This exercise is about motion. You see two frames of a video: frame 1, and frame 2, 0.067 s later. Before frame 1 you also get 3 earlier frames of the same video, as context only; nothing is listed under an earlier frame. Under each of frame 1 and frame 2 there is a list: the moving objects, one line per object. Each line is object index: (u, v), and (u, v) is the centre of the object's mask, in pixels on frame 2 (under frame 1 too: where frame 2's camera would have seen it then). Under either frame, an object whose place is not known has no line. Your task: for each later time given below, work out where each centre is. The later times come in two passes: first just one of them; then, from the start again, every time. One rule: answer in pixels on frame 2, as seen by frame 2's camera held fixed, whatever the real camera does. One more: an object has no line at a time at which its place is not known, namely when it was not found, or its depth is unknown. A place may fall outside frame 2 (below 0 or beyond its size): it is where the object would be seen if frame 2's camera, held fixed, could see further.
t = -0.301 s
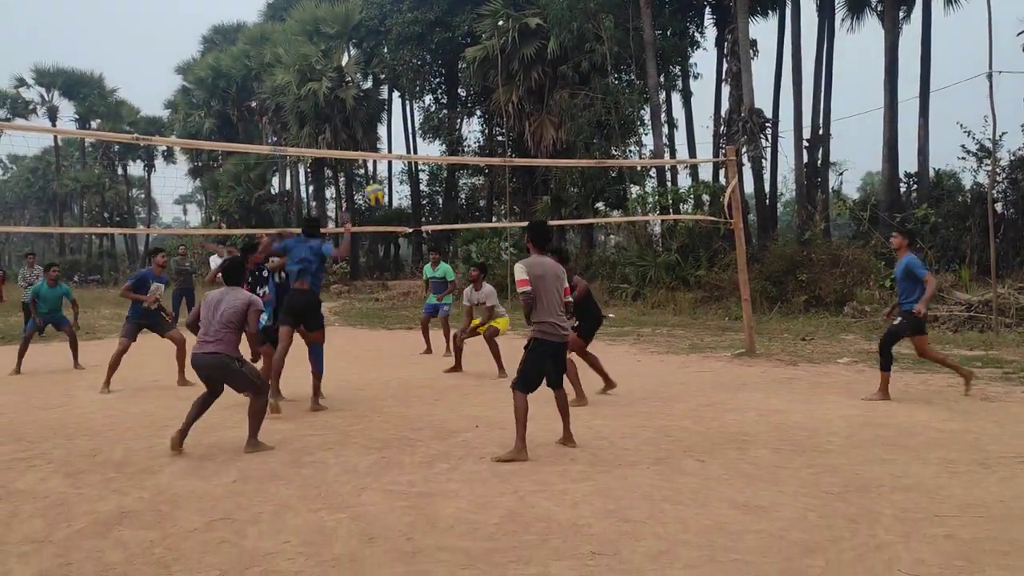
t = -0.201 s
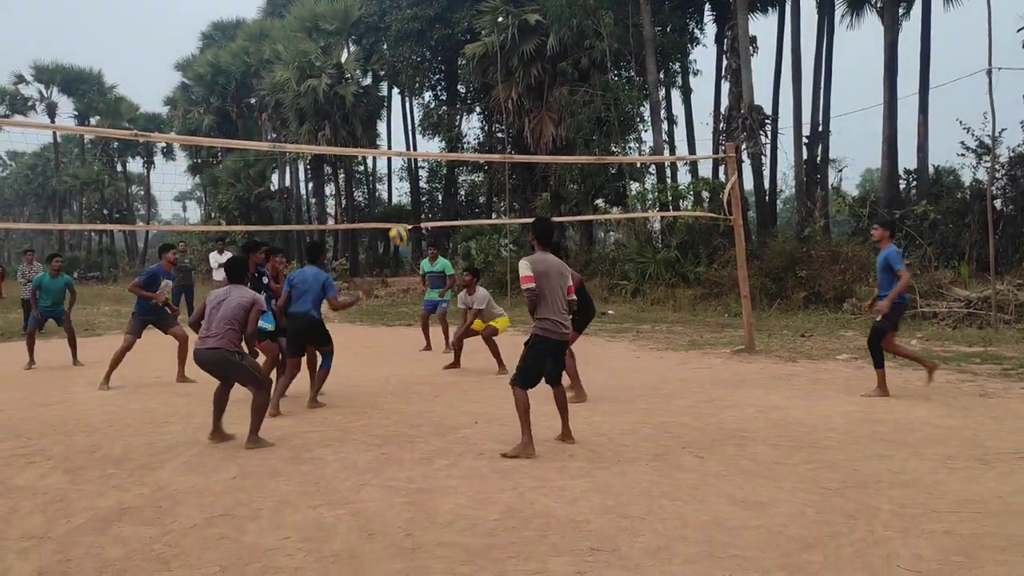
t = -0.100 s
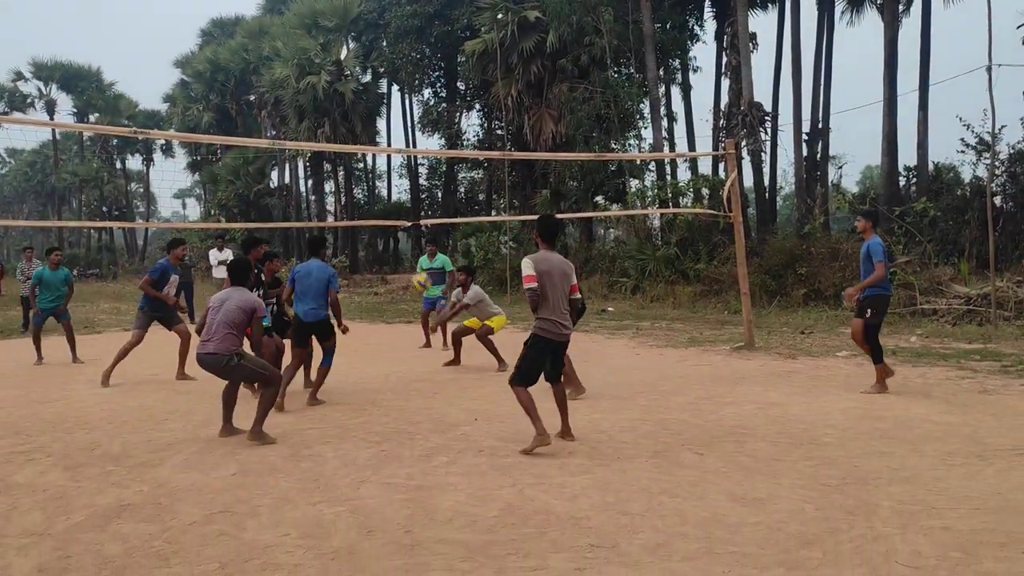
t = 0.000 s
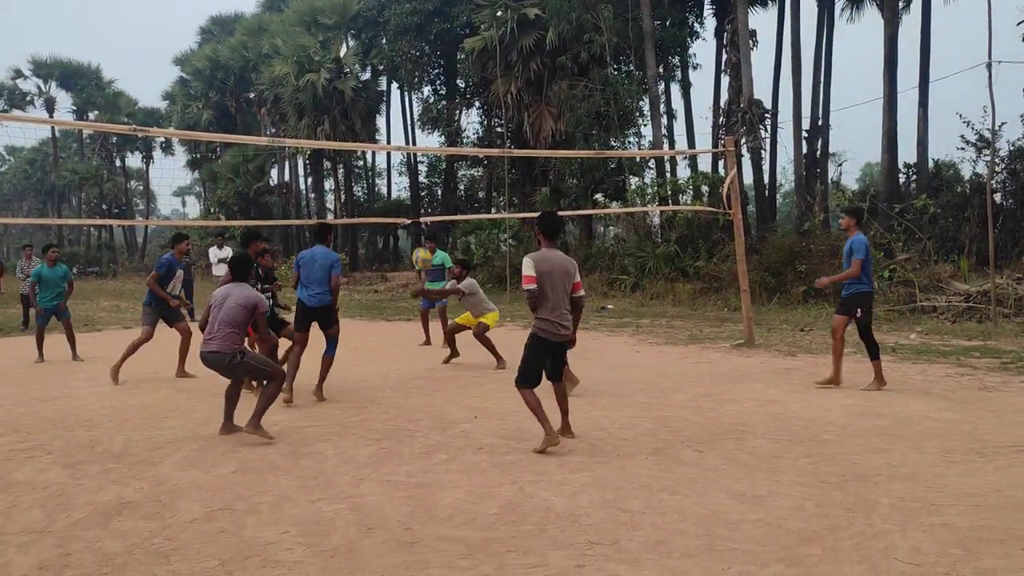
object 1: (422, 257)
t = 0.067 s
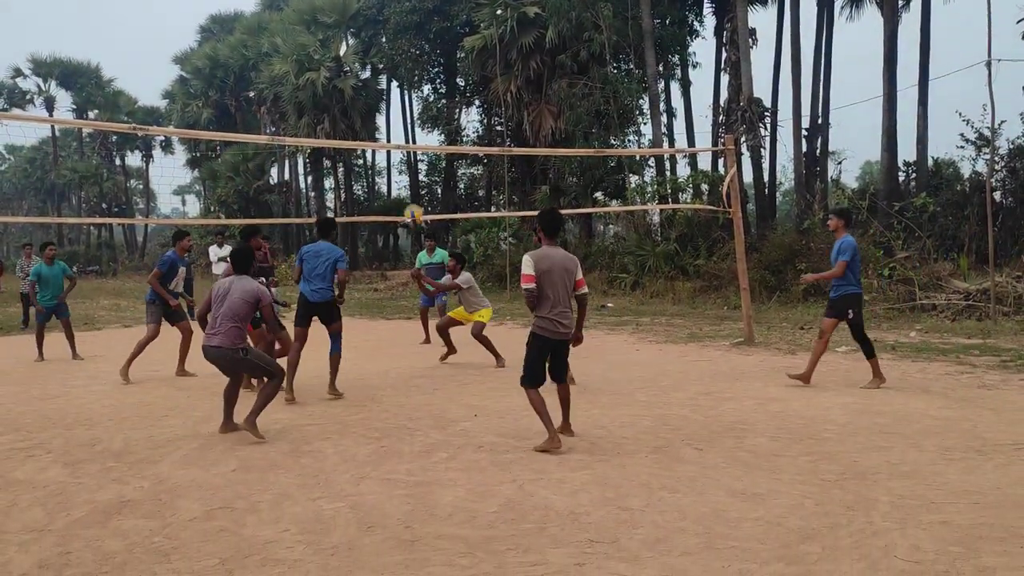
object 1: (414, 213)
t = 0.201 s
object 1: (396, 139)
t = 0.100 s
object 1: (410, 196)
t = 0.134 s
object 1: (406, 176)
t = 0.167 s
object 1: (401, 159)
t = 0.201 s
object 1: (396, 139)
